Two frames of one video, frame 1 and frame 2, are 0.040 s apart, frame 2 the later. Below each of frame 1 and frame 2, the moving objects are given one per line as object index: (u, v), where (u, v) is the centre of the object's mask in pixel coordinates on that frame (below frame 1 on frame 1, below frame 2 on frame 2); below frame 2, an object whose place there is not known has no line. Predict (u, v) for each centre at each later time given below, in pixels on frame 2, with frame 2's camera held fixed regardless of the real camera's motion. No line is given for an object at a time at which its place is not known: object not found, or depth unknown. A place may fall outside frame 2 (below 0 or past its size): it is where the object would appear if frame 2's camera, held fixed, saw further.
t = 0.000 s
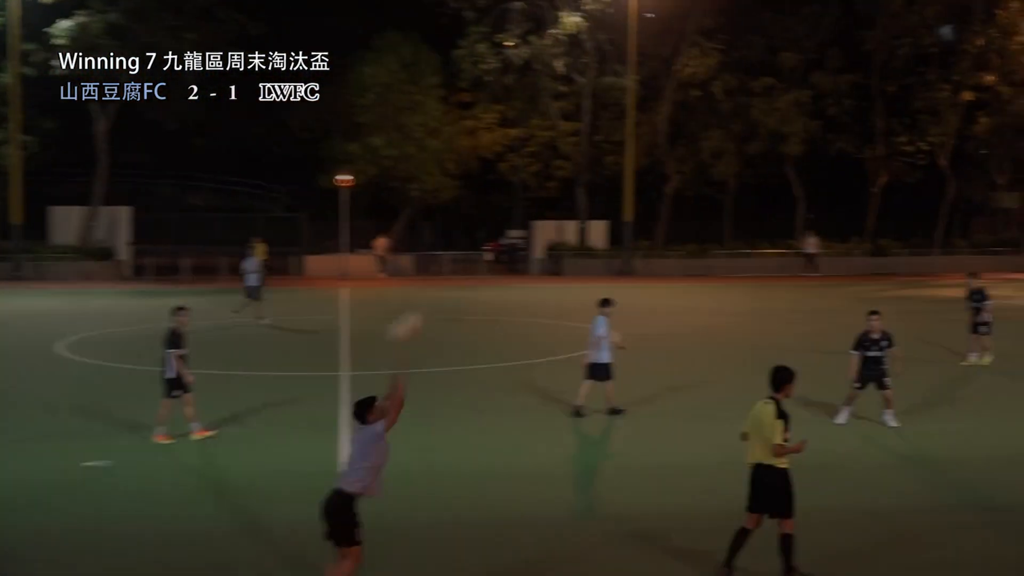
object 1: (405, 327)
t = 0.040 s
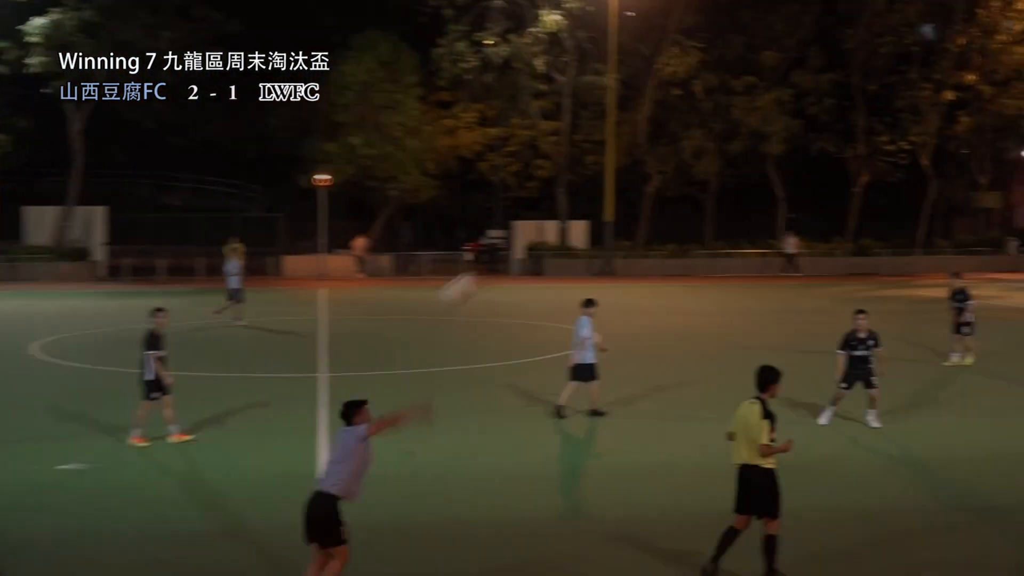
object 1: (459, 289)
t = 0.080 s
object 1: (528, 257)
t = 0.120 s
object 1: (599, 224)
